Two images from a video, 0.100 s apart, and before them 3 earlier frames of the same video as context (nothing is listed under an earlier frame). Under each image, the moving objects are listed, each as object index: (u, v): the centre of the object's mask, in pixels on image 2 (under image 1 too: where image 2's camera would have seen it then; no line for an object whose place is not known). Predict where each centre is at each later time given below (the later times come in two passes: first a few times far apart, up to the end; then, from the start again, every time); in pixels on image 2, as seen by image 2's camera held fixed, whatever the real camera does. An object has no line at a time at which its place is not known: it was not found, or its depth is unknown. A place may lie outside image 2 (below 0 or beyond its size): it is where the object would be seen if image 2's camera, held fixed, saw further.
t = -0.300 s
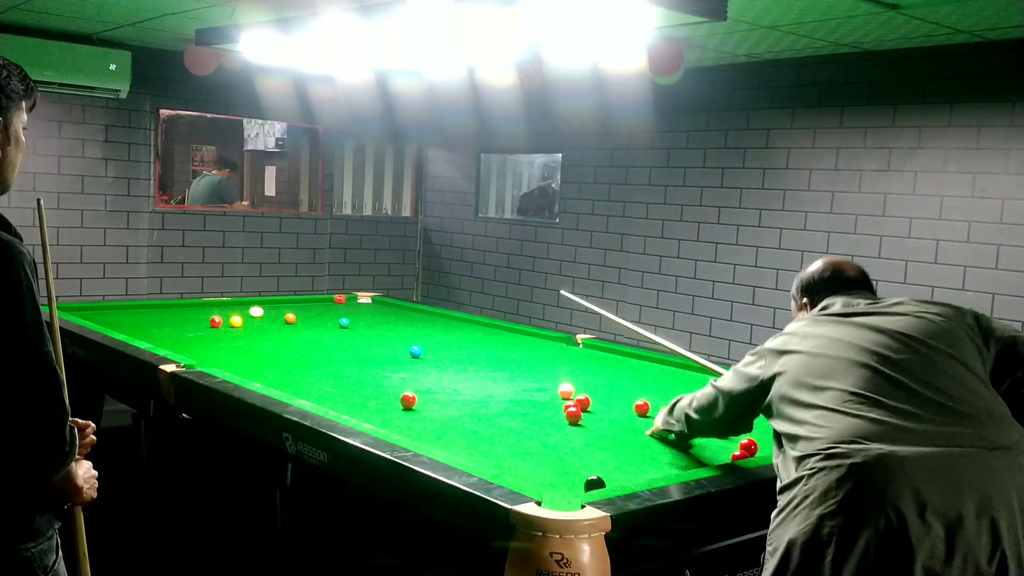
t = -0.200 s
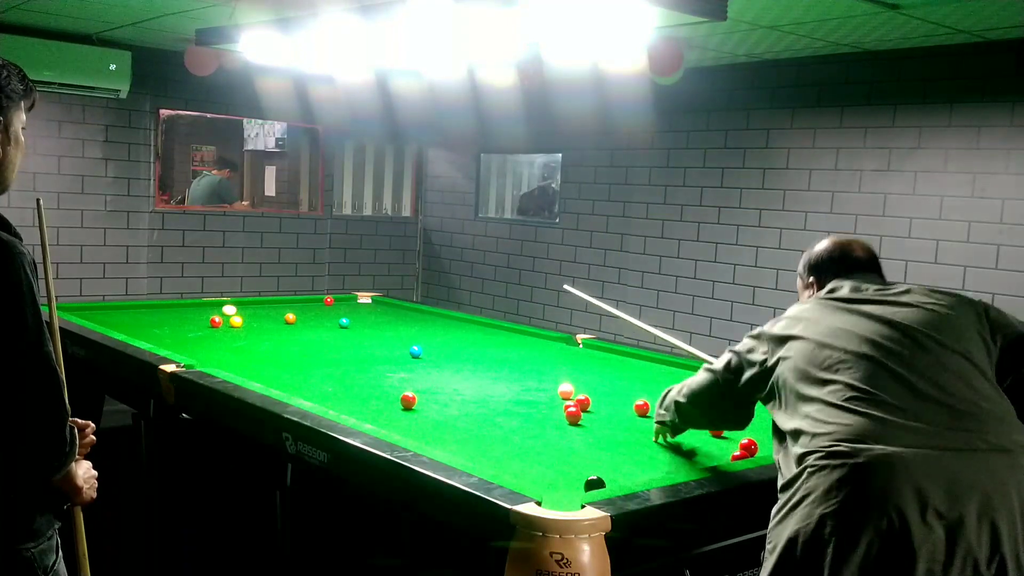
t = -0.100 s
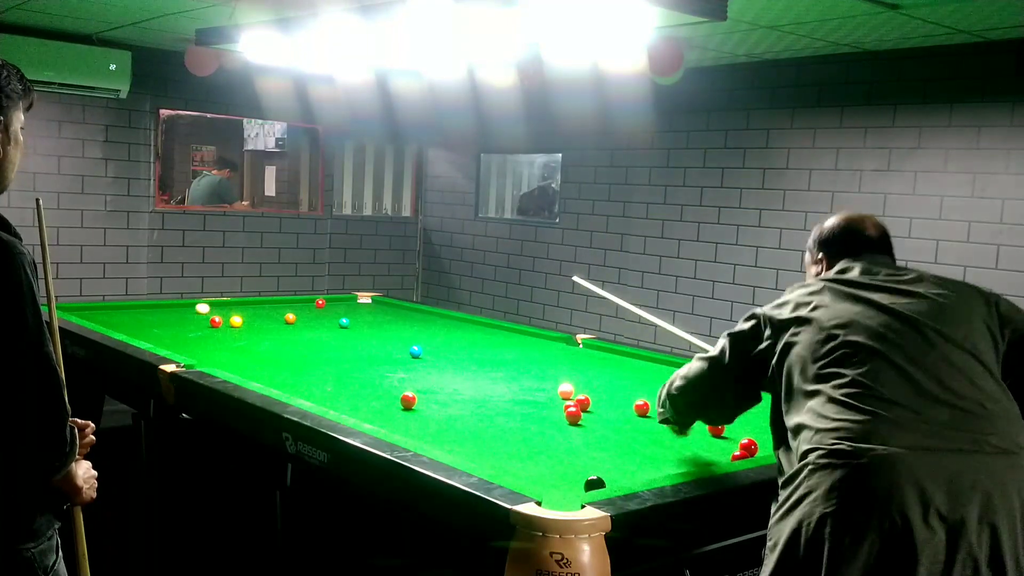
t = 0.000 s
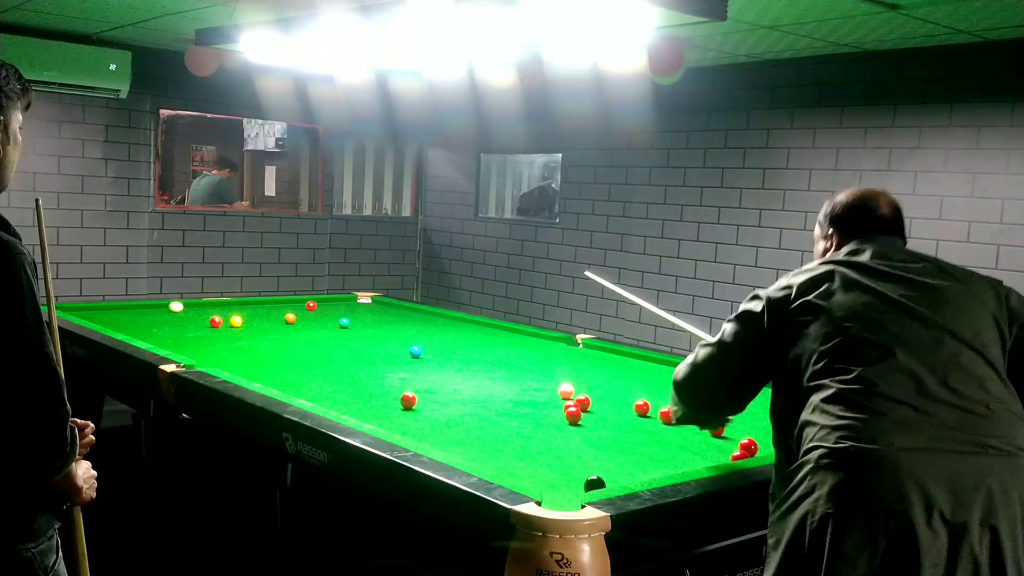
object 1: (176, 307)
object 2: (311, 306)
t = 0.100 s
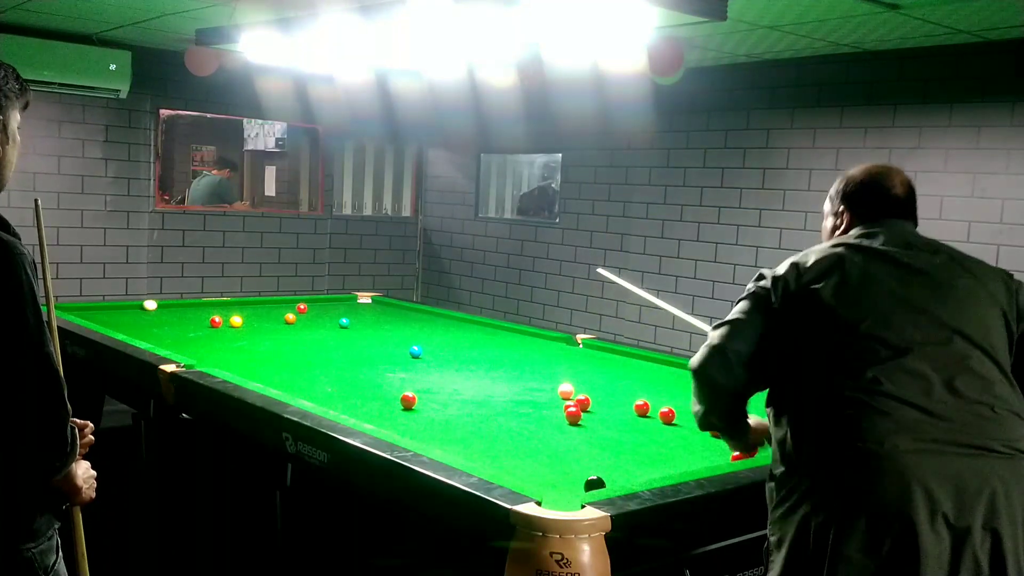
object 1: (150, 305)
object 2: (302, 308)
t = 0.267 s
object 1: (130, 308)
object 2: (285, 311)
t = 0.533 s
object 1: (98, 314)
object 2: (256, 320)
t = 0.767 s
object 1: (91, 318)
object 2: (226, 327)
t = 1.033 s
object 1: (133, 322)
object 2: (191, 337)
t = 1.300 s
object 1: (175, 325)
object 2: (166, 345)
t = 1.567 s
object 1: (216, 328)
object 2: (227, 351)
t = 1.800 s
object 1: (251, 331)
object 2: (277, 355)
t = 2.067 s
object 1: (289, 334)
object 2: (334, 360)
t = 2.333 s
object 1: (326, 337)
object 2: (389, 364)
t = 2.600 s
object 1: (362, 339)
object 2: (443, 368)
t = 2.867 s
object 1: (396, 342)
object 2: (496, 373)
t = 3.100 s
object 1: (425, 344)
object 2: (541, 376)
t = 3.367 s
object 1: (457, 347)
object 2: (592, 381)
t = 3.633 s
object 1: (487, 350)
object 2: (642, 385)
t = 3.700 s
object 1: (495, 350)
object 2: (654, 386)
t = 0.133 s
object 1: (144, 305)
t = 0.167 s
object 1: (141, 306)
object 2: (296, 310)
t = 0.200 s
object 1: (137, 307)
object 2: (292, 310)
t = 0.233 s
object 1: (134, 308)
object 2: (289, 310)
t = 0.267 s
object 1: (130, 308)
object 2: (285, 311)
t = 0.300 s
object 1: (126, 309)
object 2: (281, 313)
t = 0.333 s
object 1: (122, 310)
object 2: (278, 314)
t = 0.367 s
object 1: (118, 310)
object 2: (275, 315)
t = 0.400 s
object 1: (114, 311)
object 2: (271, 316)
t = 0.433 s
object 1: (110, 312)
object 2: (267, 317)
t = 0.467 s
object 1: (106, 312)
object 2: (264, 318)
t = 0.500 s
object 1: (101, 313)
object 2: (260, 319)
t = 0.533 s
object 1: (98, 314)
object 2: (256, 320)
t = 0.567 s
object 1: (93, 315)
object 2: (252, 321)
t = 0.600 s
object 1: (89, 315)
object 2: (248, 322)
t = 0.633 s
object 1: (85, 316)
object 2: (245, 323)
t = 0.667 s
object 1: (81, 316)
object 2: (241, 324)
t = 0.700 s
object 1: (79, 316)
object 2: (236, 325)
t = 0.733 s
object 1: (85, 317)
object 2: (232, 327)
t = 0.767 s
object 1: (91, 318)
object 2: (226, 327)
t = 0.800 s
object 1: (96, 319)
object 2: (223, 328)
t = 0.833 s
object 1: (101, 319)
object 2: (219, 330)
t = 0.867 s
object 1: (106, 320)
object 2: (214, 331)
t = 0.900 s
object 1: (112, 320)
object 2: (210, 332)
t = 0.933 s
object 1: (117, 320)
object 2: (205, 333)
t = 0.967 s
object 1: (122, 321)
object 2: (200, 335)
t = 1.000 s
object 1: (128, 321)
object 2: (195, 336)
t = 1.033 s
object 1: (133, 322)
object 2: (191, 337)
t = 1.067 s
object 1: (138, 322)
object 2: (185, 338)
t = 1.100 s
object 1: (144, 322)
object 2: (180, 340)
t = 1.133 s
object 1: (149, 323)
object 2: (176, 341)
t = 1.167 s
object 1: (154, 323)
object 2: (170, 342)
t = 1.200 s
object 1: (159, 324)
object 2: (165, 343)
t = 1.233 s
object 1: (164, 324)
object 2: (161, 343)
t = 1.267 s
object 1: (170, 324)
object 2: (158, 344)
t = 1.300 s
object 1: (175, 325)
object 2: (166, 345)
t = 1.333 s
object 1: (180, 325)
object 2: (175, 347)
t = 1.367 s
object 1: (185, 326)
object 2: (183, 348)
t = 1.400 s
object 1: (191, 326)
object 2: (190, 349)
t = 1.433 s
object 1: (196, 326)
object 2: (197, 349)
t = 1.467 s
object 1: (201, 327)
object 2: (205, 350)
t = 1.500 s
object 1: (206, 327)
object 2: (212, 350)
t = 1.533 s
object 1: (211, 328)
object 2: (219, 351)
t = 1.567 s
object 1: (216, 328)
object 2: (227, 351)
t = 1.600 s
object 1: (221, 328)
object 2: (234, 352)
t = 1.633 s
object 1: (226, 328)
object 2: (241, 352)
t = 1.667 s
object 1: (231, 329)
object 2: (249, 353)
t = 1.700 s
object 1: (236, 330)
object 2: (256, 354)
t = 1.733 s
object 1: (241, 330)
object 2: (263, 354)
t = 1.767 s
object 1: (246, 330)
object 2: (270, 355)
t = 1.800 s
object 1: (251, 331)
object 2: (277, 355)
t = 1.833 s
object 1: (255, 331)
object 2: (284, 356)
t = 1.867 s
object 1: (260, 331)
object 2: (292, 356)
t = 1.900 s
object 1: (265, 332)
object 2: (299, 357)
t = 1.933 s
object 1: (270, 332)
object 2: (306, 358)
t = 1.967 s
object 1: (275, 332)
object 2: (313, 358)
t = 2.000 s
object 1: (280, 333)
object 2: (320, 359)
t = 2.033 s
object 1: (284, 333)
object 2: (327, 359)
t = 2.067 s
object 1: (289, 334)
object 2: (334, 360)
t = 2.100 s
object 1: (294, 334)
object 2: (341, 360)
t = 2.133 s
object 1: (298, 335)
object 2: (348, 361)
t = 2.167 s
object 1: (303, 335)
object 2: (355, 361)
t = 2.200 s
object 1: (308, 335)
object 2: (362, 362)
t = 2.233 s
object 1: (312, 336)
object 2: (369, 363)
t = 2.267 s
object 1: (317, 336)
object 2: (376, 363)
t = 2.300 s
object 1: (321, 336)
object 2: (383, 364)
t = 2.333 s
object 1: (326, 337)
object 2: (389, 364)
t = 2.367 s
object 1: (330, 337)
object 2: (396, 365)
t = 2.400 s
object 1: (335, 337)
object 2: (403, 365)
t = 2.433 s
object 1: (340, 338)
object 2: (410, 366)
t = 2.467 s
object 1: (344, 338)
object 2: (417, 366)
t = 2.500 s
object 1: (349, 338)
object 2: (423, 367)
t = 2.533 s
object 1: (353, 338)
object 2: (430, 367)
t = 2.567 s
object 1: (357, 339)
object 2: (437, 368)
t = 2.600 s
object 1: (362, 339)
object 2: (443, 368)
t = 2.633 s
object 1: (366, 340)
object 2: (450, 369)
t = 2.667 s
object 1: (370, 340)
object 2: (457, 369)
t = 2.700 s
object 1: (375, 340)
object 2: (463, 370)
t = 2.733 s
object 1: (379, 341)
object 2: (470, 370)
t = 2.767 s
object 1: (383, 341)
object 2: (476, 371)
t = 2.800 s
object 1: (387, 341)
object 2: (483, 371)
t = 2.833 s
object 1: (392, 342)
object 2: (489, 372)
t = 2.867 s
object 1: (396, 342)
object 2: (496, 373)
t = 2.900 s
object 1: (400, 342)
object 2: (502, 373)
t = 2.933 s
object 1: (404, 343)
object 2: (509, 374)
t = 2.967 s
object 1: (408, 343)
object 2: (515, 374)
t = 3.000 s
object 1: (412, 342)
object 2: (522, 375)
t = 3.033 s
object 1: (417, 342)
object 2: (528, 375)
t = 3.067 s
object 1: (421, 343)
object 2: (535, 376)
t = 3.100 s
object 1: (425, 344)
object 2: (541, 376)
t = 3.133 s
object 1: (429, 345)
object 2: (547, 377)
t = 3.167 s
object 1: (433, 345)
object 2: (554, 377)
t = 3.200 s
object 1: (437, 345)
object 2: (560, 377)
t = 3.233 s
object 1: (441, 345)
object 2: (566, 378)
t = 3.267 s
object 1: (445, 346)
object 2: (573, 379)
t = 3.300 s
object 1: (449, 346)
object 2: (579, 380)
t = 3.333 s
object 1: (453, 347)
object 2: (585, 380)
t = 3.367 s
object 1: (457, 347)
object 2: (592, 381)
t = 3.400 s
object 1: (461, 347)
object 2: (598, 381)
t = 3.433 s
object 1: (464, 348)
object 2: (604, 382)
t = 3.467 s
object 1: (468, 348)
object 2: (611, 383)
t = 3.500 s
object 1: (472, 348)
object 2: (617, 383)
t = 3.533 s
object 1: (476, 349)
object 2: (623, 384)
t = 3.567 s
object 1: (480, 349)
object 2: (630, 384)
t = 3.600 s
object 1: (483, 349)
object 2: (636, 385)
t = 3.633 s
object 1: (487, 350)
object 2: (642, 385)
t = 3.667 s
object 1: (491, 350)
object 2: (648, 386)
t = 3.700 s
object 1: (495, 350)
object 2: (654, 386)
